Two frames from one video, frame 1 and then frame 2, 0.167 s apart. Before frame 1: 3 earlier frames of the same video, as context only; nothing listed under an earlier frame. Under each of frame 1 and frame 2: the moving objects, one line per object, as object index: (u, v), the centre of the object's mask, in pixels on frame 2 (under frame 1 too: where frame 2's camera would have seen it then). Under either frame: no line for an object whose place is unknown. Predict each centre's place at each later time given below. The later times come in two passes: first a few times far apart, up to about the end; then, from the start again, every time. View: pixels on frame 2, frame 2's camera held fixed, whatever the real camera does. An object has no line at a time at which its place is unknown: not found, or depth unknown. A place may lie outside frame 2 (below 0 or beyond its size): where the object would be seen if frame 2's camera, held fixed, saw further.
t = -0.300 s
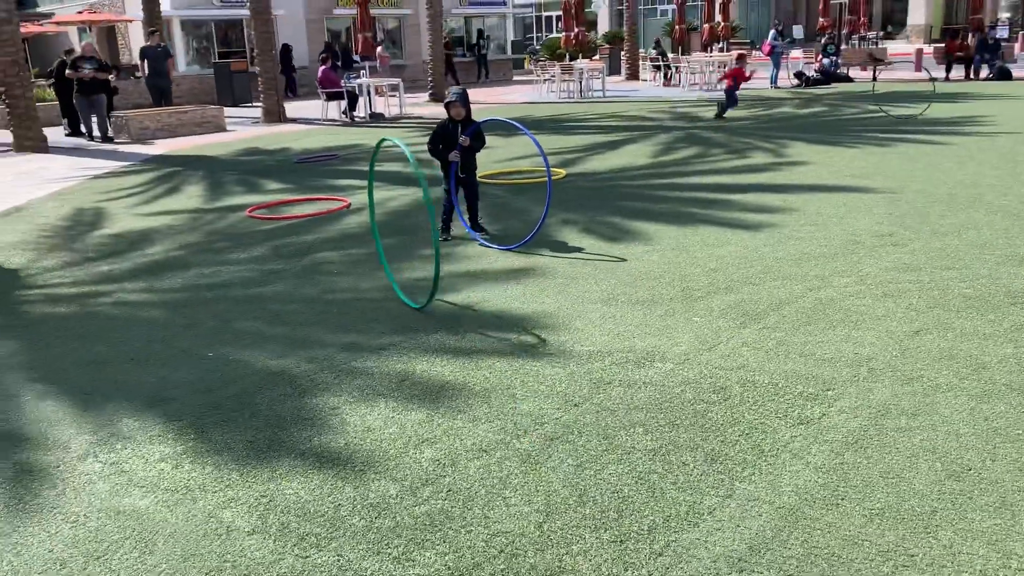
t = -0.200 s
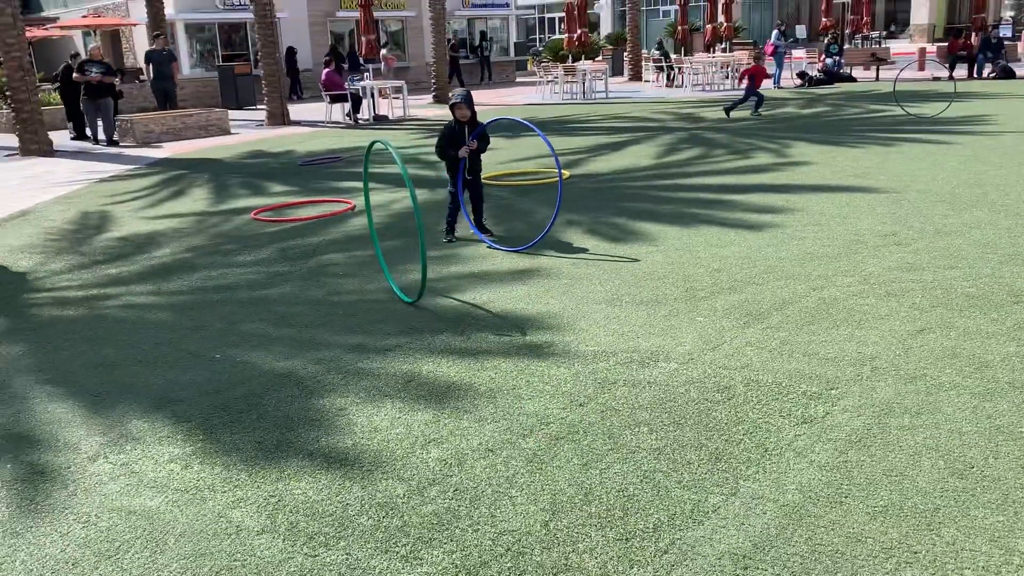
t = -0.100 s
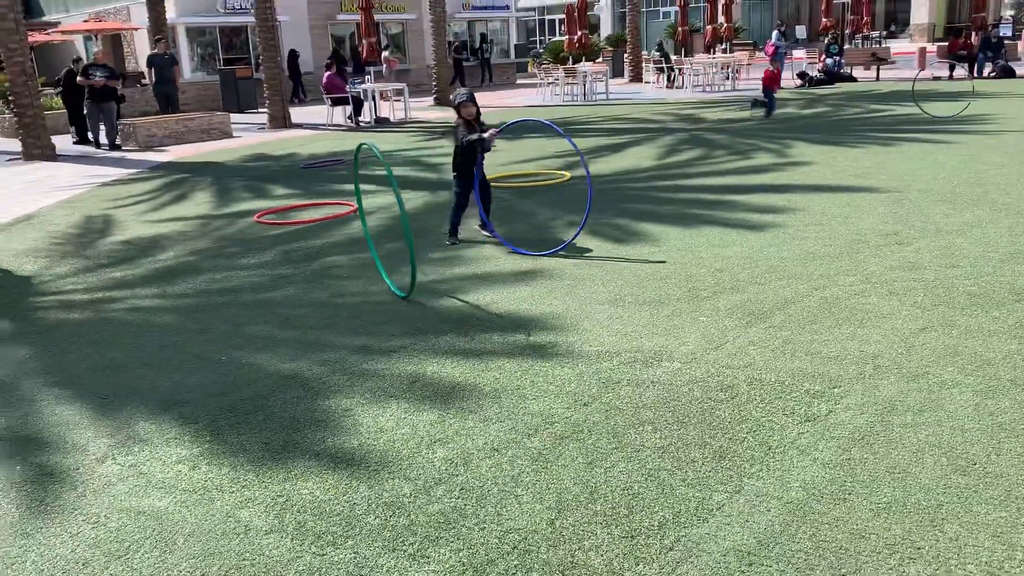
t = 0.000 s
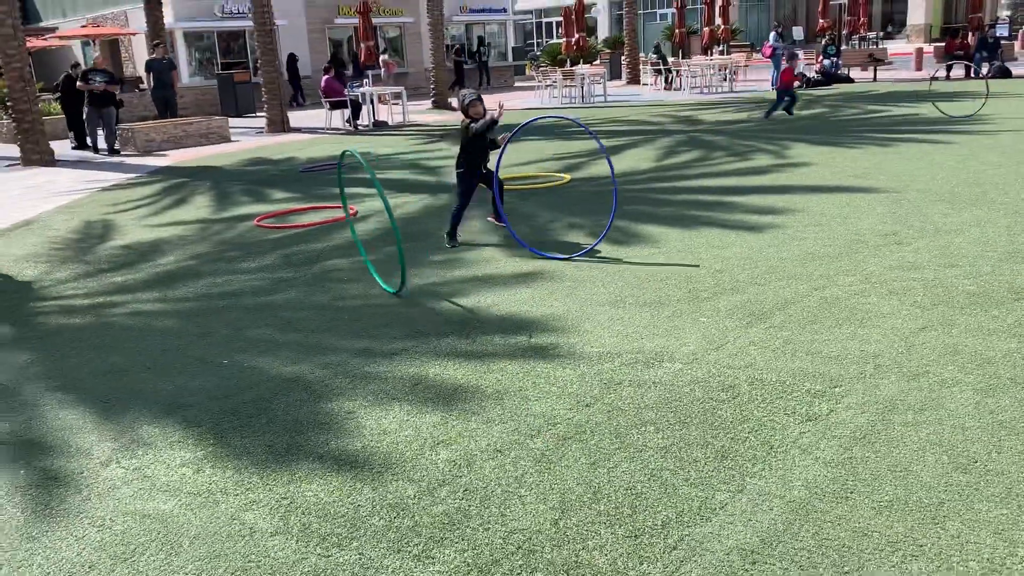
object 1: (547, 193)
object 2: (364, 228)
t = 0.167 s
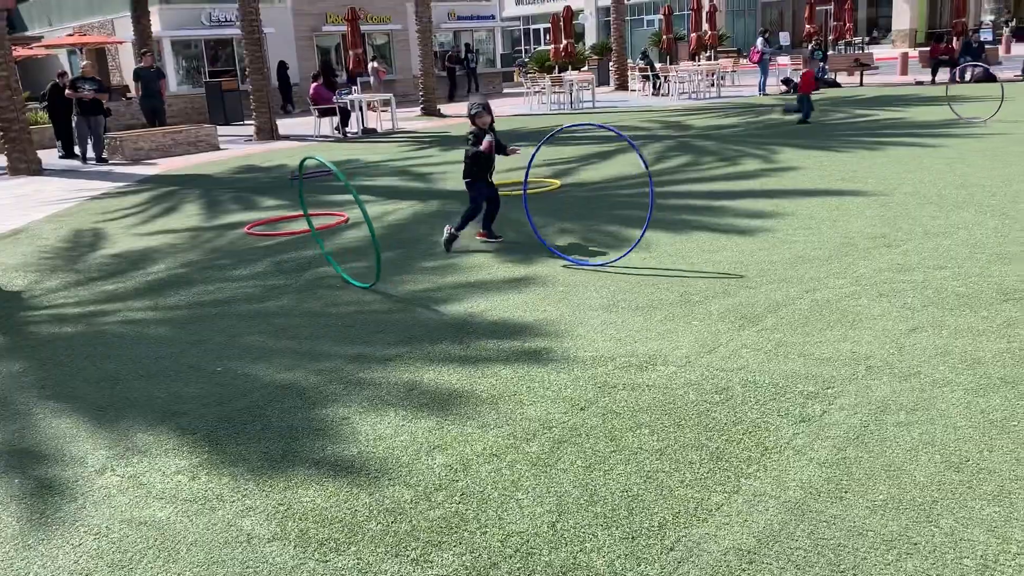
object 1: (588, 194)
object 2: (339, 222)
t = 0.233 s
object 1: (606, 197)
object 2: (329, 218)
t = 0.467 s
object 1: (668, 204)
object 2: (291, 209)
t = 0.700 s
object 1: (733, 202)
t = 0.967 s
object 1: (813, 207)
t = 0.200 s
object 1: (597, 195)
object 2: (334, 220)
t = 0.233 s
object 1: (606, 197)
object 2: (329, 218)
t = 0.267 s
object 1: (615, 198)
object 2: (323, 217)
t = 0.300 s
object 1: (624, 199)
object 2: (318, 215)
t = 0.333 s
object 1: (633, 201)
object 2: (313, 212)
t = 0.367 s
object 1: (642, 203)
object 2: (307, 211)
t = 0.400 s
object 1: (651, 204)
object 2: (302, 209)
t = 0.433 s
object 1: (659, 204)
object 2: (296, 209)
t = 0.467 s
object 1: (668, 204)
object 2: (291, 209)
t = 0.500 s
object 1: (678, 204)
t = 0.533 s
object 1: (687, 203)
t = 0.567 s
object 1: (696, 202)
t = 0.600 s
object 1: (705, 201)
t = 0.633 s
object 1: (714, 201)
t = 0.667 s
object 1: (723, 202)
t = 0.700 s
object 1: (733, 202)
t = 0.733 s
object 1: (743, 202)
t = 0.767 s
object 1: (752, 202)
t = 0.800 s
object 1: (762, 204)
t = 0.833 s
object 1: (772, 205)
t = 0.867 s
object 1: (782, 204)
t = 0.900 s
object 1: (792, 204)
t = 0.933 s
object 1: (802, 205)
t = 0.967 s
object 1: (813, 207)
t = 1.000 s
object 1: (823, 209)
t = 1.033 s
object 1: (834, 209)
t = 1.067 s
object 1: (844, 209)
